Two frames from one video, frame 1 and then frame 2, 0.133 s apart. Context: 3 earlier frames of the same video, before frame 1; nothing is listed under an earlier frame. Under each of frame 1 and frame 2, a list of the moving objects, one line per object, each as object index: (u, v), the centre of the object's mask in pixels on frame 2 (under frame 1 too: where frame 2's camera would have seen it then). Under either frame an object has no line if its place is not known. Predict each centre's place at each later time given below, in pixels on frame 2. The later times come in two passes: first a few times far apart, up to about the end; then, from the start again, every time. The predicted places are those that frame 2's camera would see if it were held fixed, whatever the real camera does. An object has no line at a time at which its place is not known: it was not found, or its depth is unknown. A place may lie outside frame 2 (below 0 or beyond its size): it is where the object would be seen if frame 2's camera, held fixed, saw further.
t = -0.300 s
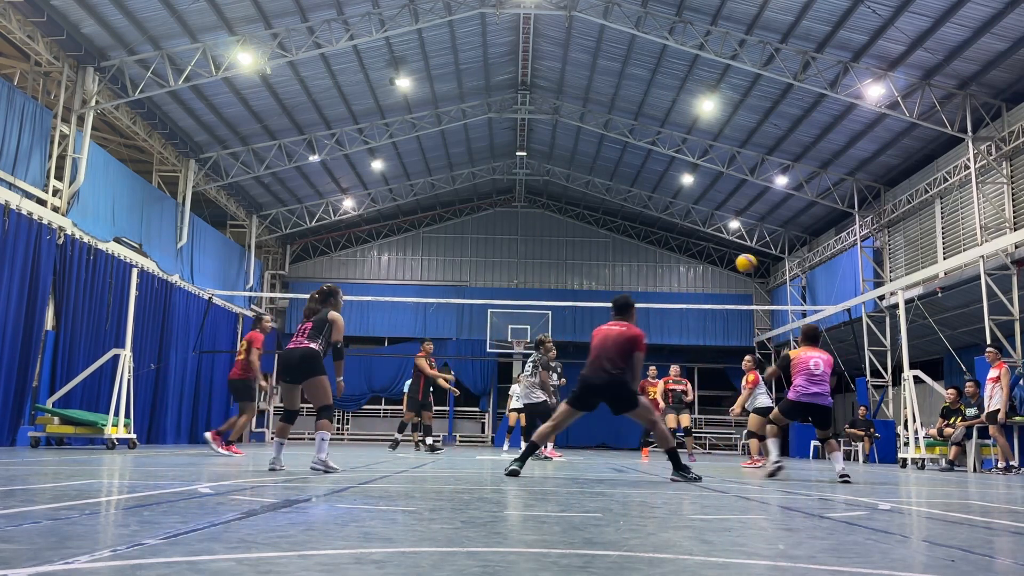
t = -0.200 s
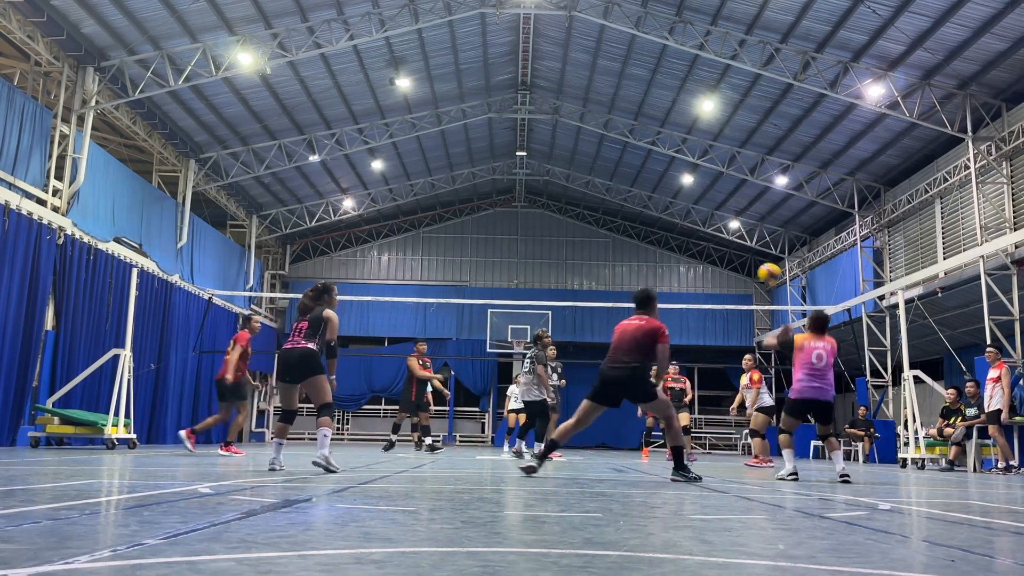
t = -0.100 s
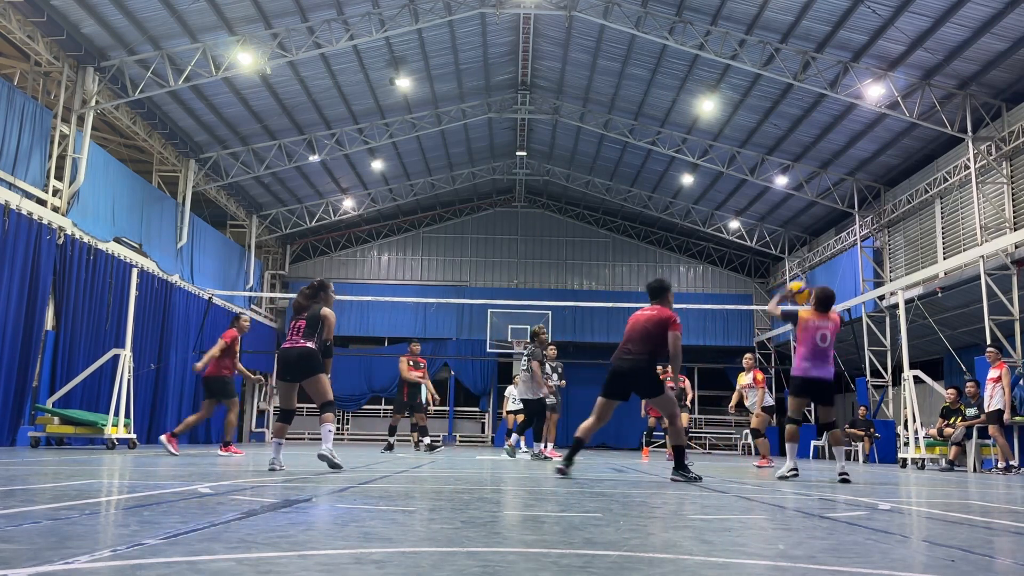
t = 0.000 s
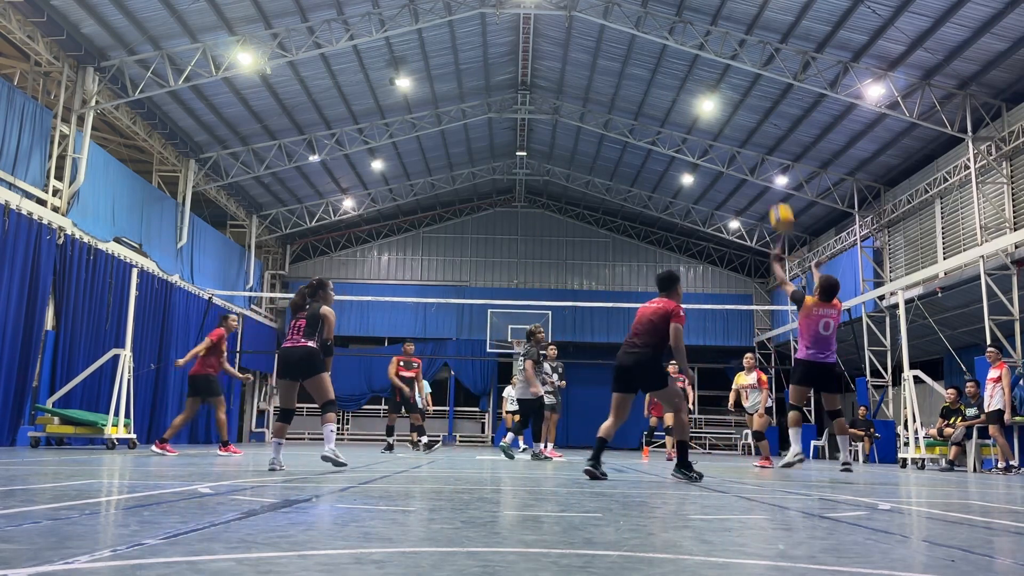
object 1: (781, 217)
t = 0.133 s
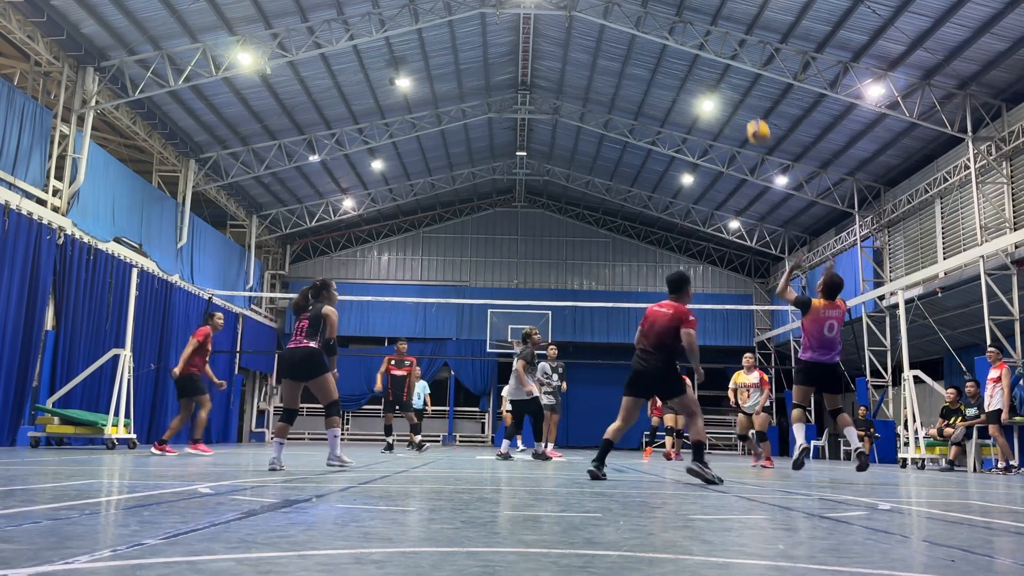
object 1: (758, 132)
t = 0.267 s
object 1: (736, 73)
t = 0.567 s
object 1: (697, 12)
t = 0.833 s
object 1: (667, 23)
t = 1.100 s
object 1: (640, 84)
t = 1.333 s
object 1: (618, 172)
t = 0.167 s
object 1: (753, 115)
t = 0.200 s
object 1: (747, 99)
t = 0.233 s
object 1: (741, 86)
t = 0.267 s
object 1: (736, 73)
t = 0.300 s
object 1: (731, 62)
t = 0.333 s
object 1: (727, 51)
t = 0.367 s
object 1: (722, 43)
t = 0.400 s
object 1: (718, 36)
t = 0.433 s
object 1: (713, 28)
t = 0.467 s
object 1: (709, 23)
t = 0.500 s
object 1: (705, 19)
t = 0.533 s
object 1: (701, 15)
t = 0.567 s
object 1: (697, 12)
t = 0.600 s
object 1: (692, 10)
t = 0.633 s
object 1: (688, 10)
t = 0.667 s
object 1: (684, 10)
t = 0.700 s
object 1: (681, 11)
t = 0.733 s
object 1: (677, 13)
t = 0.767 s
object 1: (673, 15)
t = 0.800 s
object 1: (670, 19)
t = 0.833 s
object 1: (667, 23)
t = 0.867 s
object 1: (663, 27)
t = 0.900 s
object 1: (660, 33)
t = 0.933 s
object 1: (656, 40)
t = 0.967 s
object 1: (653, 48)
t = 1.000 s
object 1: (649, 55)
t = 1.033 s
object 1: (646, 64)
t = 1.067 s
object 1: (643, 74)
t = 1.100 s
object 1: (640, 84)
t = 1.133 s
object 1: (637, 95)
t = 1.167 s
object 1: (634, 106)
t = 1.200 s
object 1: (630, 118)
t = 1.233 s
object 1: (627, 130)
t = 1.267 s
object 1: (624, 144)
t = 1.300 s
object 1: (621, 158)
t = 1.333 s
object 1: (618, 172)
